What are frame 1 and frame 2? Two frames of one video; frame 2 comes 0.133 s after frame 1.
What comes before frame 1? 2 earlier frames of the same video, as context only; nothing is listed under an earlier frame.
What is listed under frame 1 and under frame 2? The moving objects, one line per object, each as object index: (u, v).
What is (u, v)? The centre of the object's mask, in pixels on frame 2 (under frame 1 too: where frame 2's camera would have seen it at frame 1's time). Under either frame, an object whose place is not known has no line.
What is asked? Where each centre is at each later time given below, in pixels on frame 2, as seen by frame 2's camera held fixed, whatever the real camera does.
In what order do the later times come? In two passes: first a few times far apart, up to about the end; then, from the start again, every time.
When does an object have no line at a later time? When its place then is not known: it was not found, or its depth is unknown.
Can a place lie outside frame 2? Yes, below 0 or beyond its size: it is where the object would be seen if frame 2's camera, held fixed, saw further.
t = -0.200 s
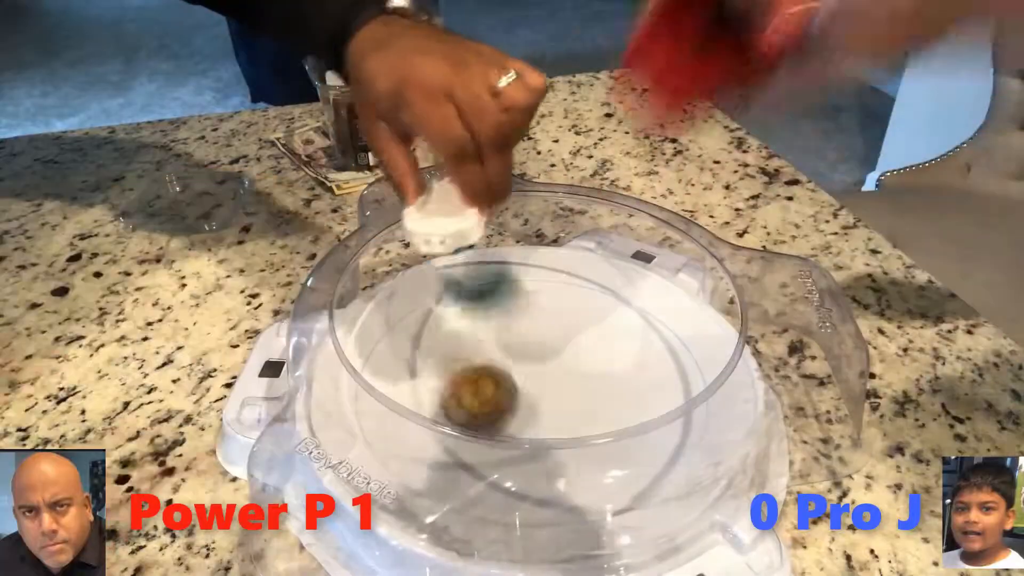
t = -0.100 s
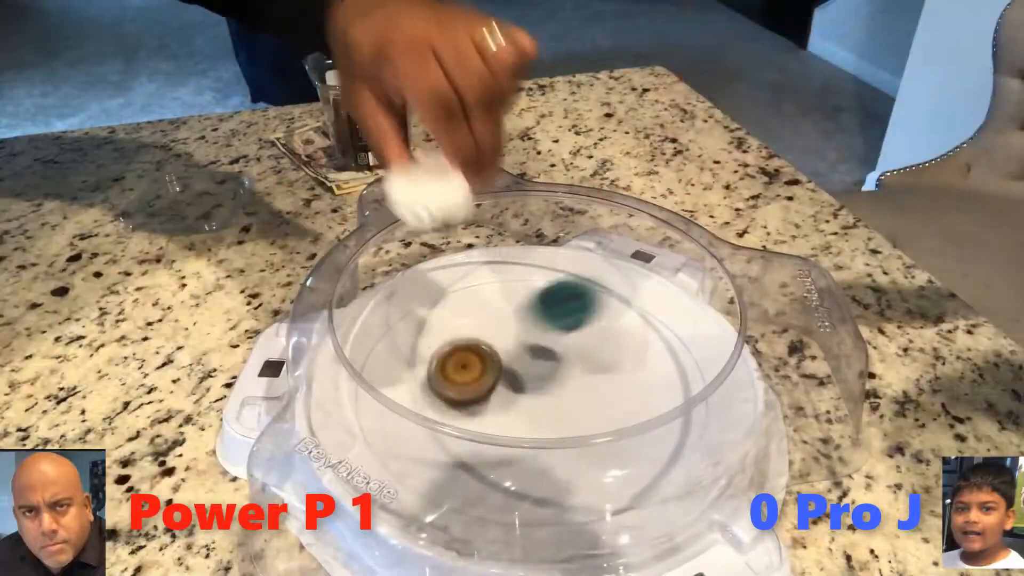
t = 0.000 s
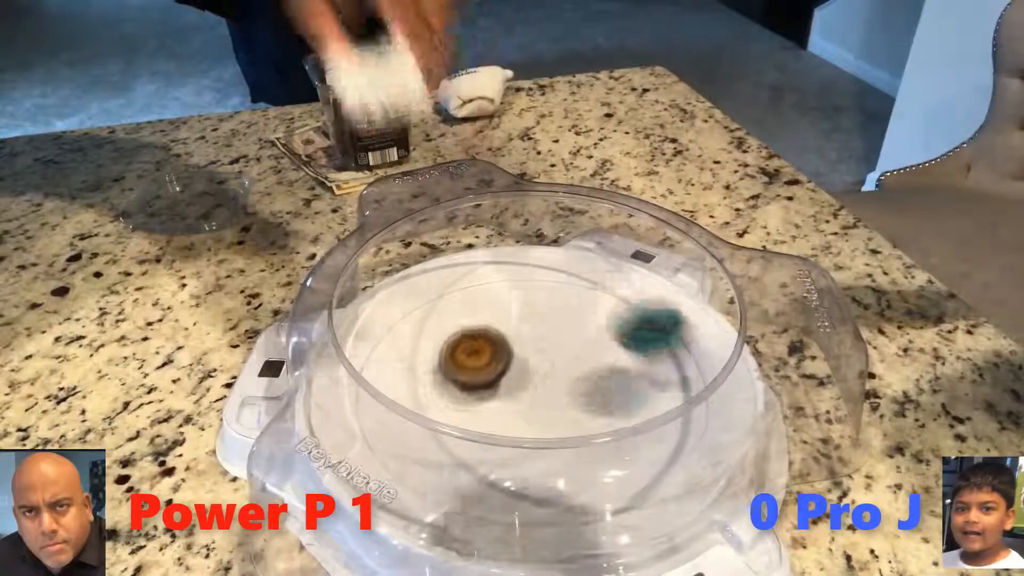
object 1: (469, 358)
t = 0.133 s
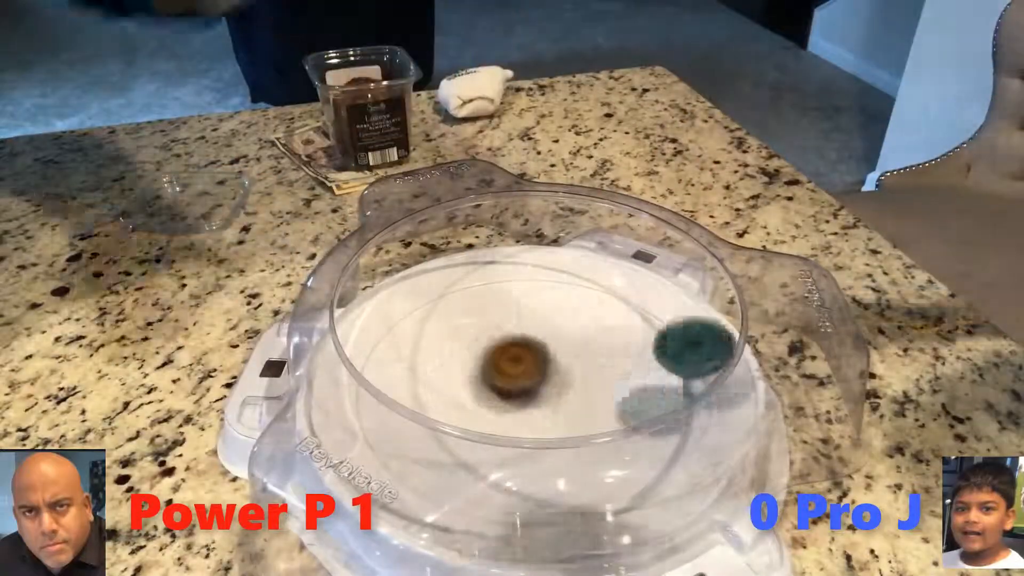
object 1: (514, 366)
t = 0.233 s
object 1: (555, 381)
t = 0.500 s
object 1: (535, 350)
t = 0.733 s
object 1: (529, 369)
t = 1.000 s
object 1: (567, 416)
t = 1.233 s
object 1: (578, 407)
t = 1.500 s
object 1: (549, 423)
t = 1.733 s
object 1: (532, 421)
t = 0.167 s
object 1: (527, 371)
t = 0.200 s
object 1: (538, 376)
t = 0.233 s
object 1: (555, 381)
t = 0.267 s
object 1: (566, 386)
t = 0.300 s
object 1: (575, 389)
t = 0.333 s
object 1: (571, 377)
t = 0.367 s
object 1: (563, 370)
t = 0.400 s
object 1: (556, 364)
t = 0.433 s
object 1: (547, 358)
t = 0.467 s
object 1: (540, 353)
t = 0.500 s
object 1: (535, 350)
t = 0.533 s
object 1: (530, 349)
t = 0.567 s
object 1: (526, 349)
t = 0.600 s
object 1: (524, 353)
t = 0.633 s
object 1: (522, 355)
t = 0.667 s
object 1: (522, 359)
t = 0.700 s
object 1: (523, 366)
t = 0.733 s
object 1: (529, 369)
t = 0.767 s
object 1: (534, 378)
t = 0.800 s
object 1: (537, 387)
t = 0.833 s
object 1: (540, 397)
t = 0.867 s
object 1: (545, 403)
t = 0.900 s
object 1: (551, 409)
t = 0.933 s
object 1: (558, 413)
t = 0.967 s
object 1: (562, 415)
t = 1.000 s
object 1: (567, 416)
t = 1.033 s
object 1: (570, 416)
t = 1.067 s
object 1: (574, 416)
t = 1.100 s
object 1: (576, 415)
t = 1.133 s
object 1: (579, 414)
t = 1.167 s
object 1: (580, 410)
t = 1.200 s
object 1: (579, 409)
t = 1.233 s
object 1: (578, 407)
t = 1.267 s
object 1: (575, 406)
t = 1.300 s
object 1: (572, 404)
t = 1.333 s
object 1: (569, 408)
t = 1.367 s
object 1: (565, 413)
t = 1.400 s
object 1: (560, 419)
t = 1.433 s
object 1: (555, 421)
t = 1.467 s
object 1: (553, 422)
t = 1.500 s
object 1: (549, 423)
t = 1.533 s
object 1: (545, 423)
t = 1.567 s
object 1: (542, 423)
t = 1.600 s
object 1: (538, 423)
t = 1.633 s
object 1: (536, 422)
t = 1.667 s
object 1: (534, 422)
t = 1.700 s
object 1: (533, 421)
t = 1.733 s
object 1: (532, 421)
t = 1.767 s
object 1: (531, 418)
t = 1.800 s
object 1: (530, 423)
